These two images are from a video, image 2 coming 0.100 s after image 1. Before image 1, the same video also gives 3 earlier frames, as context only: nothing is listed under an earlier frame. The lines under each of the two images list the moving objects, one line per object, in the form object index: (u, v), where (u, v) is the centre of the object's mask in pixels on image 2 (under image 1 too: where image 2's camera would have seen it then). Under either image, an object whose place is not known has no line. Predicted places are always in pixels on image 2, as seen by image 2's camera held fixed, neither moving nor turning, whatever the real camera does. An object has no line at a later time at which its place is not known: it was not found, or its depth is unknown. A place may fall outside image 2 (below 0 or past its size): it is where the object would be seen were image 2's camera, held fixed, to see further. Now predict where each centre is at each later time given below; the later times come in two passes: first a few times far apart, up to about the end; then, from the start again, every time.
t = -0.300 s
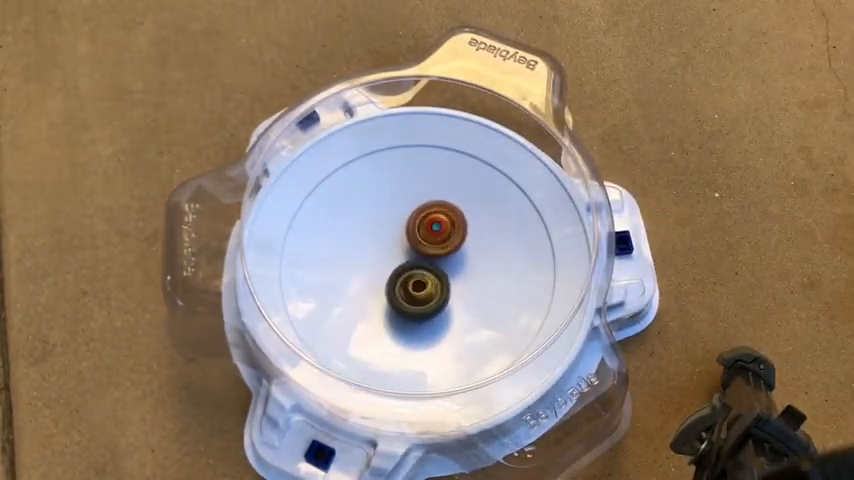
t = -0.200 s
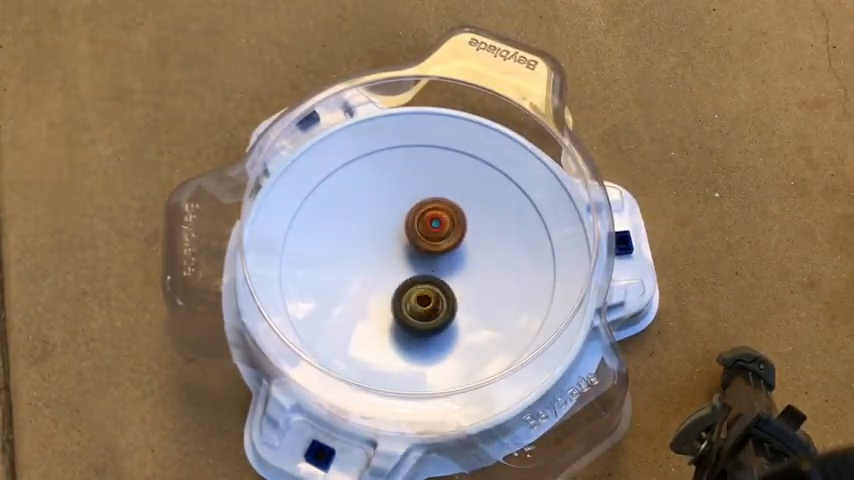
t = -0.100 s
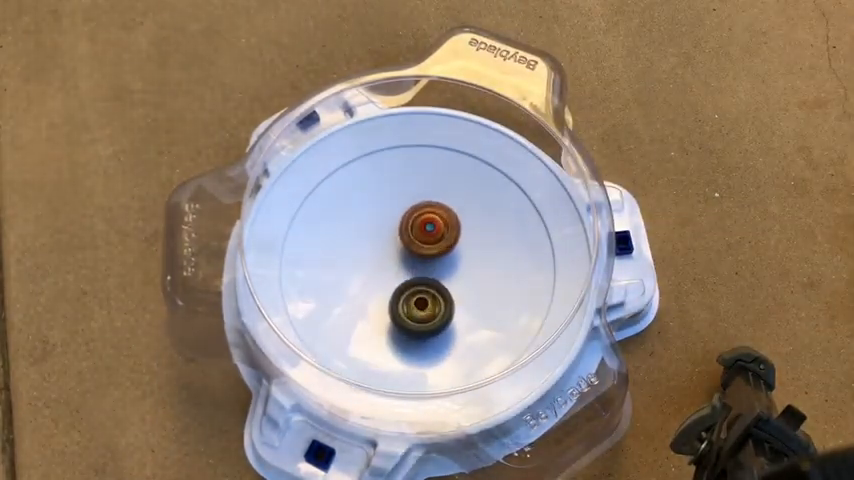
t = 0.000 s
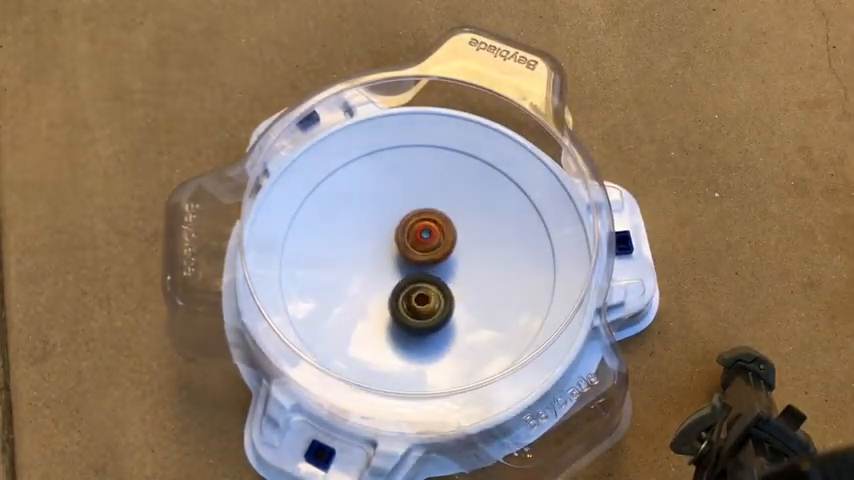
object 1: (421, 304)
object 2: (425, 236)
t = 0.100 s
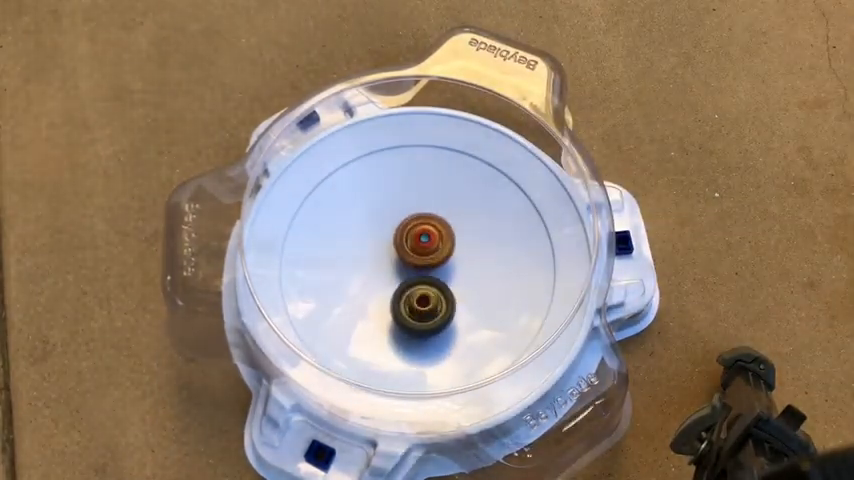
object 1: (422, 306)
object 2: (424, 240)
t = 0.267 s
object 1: (419, 317)
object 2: (420, 238)
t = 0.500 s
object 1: (410, 318)
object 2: (405, 233)
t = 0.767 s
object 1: (432, 322)
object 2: (394, 227)
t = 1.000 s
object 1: (415, 332)
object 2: (382, 226)
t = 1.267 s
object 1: (433, 286)
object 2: (388, 242)
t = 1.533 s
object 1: (488, 289)
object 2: (405, 250)
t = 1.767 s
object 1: (478, 311)
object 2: (409, 240)
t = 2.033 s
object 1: (443, 299)
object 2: (392, 240)
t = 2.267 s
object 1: (460, 261)
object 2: (386, 252)
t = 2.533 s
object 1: (464, 271)
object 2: (392, 264)
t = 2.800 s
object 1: (478, 265)
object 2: (377, 275)
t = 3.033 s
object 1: (472, 266)
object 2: (373, 287)
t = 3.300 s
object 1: (445, 262)
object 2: (386, 289)
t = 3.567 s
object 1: (446, 249)
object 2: (388, 284)
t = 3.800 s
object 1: (453, 246)
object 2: (382, 291)
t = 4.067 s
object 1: (439, 244)
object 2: (389, 289)
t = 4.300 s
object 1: (436, 237)
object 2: (394, 287)
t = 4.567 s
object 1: (446, 231)
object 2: (395, 294)
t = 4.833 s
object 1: (450, 218)
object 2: (389, 312)
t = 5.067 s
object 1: (451, 228)
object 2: (397, 323)
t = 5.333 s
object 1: (430, 248)
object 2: (407, 313)
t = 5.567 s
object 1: (425, 227)
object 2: (408, 316)
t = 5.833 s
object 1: (421, 241)
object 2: (412, 300)
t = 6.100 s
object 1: (424, 227)
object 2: (416, 302)
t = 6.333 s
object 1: (419, 233)
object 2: (420, 294)
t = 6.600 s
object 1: (418, 212)
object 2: (429, 308)
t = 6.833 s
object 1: (414, 223)
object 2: (435, 301)
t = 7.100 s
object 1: (405, 224)
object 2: (434, 299)
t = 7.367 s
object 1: (403, 233)
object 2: (436, 296)
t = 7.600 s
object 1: (402, 235)
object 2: (441, 296)
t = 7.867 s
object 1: (399, 242)
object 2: (442, 295)
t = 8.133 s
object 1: (390, 235)
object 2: (455, 302)
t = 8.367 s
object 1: (399, 245)
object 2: (458, 299)
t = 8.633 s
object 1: (396, 242)
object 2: (459, 296)
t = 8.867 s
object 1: (404, 247)
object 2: (453, 286)
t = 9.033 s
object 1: (389, 236)
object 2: (458, 287)
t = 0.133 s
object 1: (422, 309)
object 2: (423, 242)
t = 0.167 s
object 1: (420, 310)
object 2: (422, 243)
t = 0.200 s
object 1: (419, 309)
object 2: (421, 245)
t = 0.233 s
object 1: (418, 307)
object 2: (421, 247)
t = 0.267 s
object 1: (419, 317)
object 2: (420, 238)
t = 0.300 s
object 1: (418, 325)
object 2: (418, 234)
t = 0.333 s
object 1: (417, 329)
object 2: (416, 233)
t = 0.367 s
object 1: (415, 329)
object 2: (413, 232)
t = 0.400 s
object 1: (413, 328)
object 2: (410, 232)
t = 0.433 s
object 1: (411, 326)
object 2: (408, 233)
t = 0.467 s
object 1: (410, 322)
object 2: (407, 233)
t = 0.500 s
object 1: (410, 318)
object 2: (405, 233)
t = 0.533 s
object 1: (410, 315)
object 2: (404, 234)
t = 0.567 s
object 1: (411, 312)
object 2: (402, 235)
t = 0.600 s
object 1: (412, 308)
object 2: (400, 236)
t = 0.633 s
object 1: (414, 305)
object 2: (400, 238)
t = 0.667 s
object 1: (415, 302)
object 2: (399, 240)
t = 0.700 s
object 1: (417, 300)
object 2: (399, 242)
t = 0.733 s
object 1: (425, 312)
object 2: (396, 231)
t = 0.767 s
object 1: (432, 322)
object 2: (394, 227)
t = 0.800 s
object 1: (435, 328)
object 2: (392, 225)
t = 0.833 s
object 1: (436, 332)
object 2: (390, 225)
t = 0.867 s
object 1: (434, 336)
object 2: (388, 224)
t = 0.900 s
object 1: (431, 339)
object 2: (386, 224)
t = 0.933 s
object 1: (425, 339)
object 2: (384, 225)
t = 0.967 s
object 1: (419, 337)
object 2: (383, 225)
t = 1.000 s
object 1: (415, 332)
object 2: (382, 226)
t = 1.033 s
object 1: (413, 326)
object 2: (381, 227)
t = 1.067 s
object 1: (411, 320)
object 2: (380, 230)
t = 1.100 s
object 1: (411, 315)
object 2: (380, 231)
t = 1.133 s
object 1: (411, 310)
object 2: (381, 234)
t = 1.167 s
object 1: (414, 305)
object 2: (382, 236)
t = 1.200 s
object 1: (419, 299)
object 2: (383, 239)
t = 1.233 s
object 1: (425, 292)
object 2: (386, 240)
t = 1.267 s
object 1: (433, 286)
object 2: (388, 242)
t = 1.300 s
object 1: (443, 282)
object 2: (389, 242)
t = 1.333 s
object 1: (452, 279)
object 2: (391, 243)
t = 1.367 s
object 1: (460, 278)
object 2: (393, 244)
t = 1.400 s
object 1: (469, 278)
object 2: (395, 246)
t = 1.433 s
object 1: (475, 279)
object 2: (397, 247)
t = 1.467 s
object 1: (481, 281)
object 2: (400, 248)
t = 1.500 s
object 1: (486, 285)
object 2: (402, 250)
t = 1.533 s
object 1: (488, 289)
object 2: (405, 250)
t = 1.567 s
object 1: (487, 295)
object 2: (408, 252)
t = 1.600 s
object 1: (482, 298)
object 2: (411, 252)
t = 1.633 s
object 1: (477, 299)
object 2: (413, 253)
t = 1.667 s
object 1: (472, 299)
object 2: (416, 253)
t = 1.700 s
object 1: (466, 297)
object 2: (419, 254)
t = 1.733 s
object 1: (470, 303)
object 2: (415, 247)
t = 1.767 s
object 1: (478, 311)
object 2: (409, 240)
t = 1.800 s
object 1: (483, 315)
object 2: (407, 238)
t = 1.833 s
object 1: (484, 316)
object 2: (404, 237)
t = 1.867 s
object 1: (481, 316)
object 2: (402, 237)
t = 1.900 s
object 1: (473, 316)
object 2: (400, 237)
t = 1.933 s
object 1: (464, 314)
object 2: (398, 237)
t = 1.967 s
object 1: (455, 309)
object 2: (396, 238)
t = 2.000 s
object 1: (448, 304)
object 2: (393, 239)
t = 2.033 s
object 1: (443, 299)
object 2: (392, 240)
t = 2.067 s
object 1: (440, 294)
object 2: (392, 242)
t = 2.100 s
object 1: (439, 287)
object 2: (390, 243)
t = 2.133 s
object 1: (442, 280)
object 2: (389, 245)
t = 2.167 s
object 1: (446, 274)
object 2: (387, 246)
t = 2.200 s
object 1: (451, 268)
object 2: (385, 247)
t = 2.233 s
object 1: (455, 263)
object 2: (385, 250)
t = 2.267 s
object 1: (460, 261)
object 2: (386, 252)
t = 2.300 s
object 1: (464, 261)
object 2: (385, 254)
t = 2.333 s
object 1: (468, 262)
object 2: (387, 256)
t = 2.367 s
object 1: (470, 264)
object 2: (388, 258)
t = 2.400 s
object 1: (470, 267)
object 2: (389, 260)
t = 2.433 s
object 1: (468, 268)
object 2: (391, 262)
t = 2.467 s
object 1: (466, 269)
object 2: (394, 263)
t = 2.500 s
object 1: (462, 270)
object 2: (395, 265)
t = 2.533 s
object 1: (464, 271)
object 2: (392, 264)
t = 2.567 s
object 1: (465, 271)
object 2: (392, 266)
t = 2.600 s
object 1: (465, 270)
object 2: (391, 268)
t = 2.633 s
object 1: (464, 270)
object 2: (391, 269)
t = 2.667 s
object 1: (462, 270)
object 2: (392, 271)
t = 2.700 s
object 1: (459, 269)
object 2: (393, 272)
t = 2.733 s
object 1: (462, 269)
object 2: (388, 274)
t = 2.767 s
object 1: (472, 266)
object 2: (379, 275)
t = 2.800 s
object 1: (478, 265)
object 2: (377, 275)
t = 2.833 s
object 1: (480, 266)
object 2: (375, 276)
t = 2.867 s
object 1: (480, 266)
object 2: (375, 279)
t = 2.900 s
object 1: (478, 267)
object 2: (375, 281)
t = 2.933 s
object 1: (477, 266)
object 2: (373, 282)
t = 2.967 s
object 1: (476, 267)
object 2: (373, 284)
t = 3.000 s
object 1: (474, 266)
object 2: (372, 285)
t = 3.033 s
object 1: (472, 266)
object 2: (373, 287)
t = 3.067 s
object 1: (470, 266)
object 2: (373, 288)
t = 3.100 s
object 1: (467, 265)
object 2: (374, 289)
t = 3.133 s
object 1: (464, 265)
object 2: (376, 290)
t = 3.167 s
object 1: (460, 264)
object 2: (377, 290)
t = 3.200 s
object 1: (457, 264)
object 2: (379, 291)
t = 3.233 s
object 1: (452, 263)
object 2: (381, 290)
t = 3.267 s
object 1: (449, 262)
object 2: (383, 290)
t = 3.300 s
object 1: (445, 262)
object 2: (386, 289)
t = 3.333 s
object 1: (446, 258)
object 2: (385, 289)
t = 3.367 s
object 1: (446, 256)
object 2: (386, 289)
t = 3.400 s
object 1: (445, 255)
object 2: (387, 287)
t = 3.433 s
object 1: (444, 254)
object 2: (388, 286)
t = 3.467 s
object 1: (445, 252)
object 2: (388, 286)
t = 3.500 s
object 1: (445, 251)
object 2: (389, 285)
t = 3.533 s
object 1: (444, 251)
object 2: (389, 284)
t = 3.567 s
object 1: (446, 249)
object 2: (388, 284)
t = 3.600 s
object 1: (451, 246)
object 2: (384, 285)
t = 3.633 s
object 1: (455, 243)
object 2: (383, 286)
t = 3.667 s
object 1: (457, 243)
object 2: (382, 288)
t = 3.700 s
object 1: (457, 243)
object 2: (382, 289)
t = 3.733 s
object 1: (457, 244)
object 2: (381, 290)
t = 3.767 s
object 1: (455, 244)
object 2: (382, 290)
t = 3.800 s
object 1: (453, 246)
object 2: (382, 291)
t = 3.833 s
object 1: (450, 246)
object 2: (384, 291)
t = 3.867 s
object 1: (447, 247)
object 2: (385, 290)
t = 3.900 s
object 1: (444, 248)
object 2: (387, 289)
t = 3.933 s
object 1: (440, 250)
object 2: (389, 288)
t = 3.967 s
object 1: (440, 247)
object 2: (387, 289)
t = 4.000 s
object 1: (441, 246)
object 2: (387, 289)
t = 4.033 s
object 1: (441, 244)
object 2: (388, 289)
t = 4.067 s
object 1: (439, 244)
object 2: (389, 289)
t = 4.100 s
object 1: (437, 244)
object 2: (390, 288)
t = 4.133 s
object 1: (435, 243)
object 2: (391, 288)
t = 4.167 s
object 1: (437, 239)
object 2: (390, 288)
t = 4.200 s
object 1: (437, 238)
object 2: (390, 288)
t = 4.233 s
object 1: (437, 237)
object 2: (392, 288)
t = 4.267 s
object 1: (436, 237)
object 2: (392, 288)
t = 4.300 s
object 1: (436, 237)
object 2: (394, 287)
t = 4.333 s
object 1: (435, 238)
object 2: (395, 286)
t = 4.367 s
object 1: (436, 237)
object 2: (395, 286)
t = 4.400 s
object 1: (441, 232)
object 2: (392, 289)
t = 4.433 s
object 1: (445, 229)
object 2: (392, 290)
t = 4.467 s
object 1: (446, 227)
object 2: (393, 292)
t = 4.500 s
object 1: (447, 228)
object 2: (393, 293)
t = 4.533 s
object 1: (447, 229)
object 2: (394, 294)
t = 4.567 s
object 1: (446, 231)
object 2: (395, 294)
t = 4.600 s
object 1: (444, 233)
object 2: (396, 294)
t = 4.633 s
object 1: (442, 236)
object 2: (397, 294)
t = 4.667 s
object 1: (440, 238)
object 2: (399, 294)
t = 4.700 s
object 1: (437, 240)
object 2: (400, 293)
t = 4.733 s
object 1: (436, 240)
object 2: (399, 294)
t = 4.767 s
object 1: (443, 229)
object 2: (392, 306)
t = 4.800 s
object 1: (447, 222)
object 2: (389, 310)
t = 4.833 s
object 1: (450, 218)
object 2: (389, 312)
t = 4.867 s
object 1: (451, 217)
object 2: (390, 315)
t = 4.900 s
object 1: (453, 218)
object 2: (392, 317)
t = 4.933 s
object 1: (454, 218)
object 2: (392, 319)
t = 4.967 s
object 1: (453, 220)
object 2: (393, 320)
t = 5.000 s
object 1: (454, 222)
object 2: (394, 321)
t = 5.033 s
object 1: (452, 225)
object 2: (395, 323)
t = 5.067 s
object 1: (451, 228)
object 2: (397, 323)
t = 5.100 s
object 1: (449, 231)
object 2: (398, 324)
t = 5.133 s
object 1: (446, 233)
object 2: (399, 323)
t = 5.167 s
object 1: (444, 236)
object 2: (401, 322)
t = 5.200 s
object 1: (441, 238)
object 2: (402, 322)
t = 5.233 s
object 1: (438, 241)
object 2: (404, 320)
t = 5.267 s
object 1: (436, 243)
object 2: (405, 318)
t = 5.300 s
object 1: (432, 245)
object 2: (406, 316)
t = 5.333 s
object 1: (430, 248)
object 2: (407, 313)
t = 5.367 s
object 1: (428, 251)
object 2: (408, 312)
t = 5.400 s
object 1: (425, 251)
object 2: (408, 311)
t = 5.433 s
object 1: (426, 241)
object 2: (403, 317)
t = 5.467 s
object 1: (425, 233)
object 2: (403, 319)
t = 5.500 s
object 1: (425, 229)
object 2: (404, 318)
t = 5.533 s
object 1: (426, 227)
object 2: (405, 317)
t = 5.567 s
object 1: (425, 227)
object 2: (408, 316)
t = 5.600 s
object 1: (425, 228)
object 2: (408, 314)
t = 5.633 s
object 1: (425, 229)
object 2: (409, 312)
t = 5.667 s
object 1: (425, 231)
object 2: (411, 311)
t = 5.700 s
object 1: (424, 233)
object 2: (411, 308)
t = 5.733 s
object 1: (423, 235)
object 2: (411, 306)
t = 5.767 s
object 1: (422, 237)
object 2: (412, 304)
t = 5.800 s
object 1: (421, 239)
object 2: (412, 301)
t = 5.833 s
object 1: (421, 241)
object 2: (412, 300)
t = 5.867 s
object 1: (421, 232)
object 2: (410, 306)
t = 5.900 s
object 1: (422, 226)
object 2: (409, 306)
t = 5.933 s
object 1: (423, 224)
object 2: (411, 306)
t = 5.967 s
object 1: (424, 222)
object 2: (412, 306)
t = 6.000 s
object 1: (424, 222)
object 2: (413, 305)
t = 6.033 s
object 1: (424, 224)
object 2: (414, 304)
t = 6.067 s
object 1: (424, 225)
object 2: (415, 303)
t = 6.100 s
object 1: (424, 227)
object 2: (416, 302)
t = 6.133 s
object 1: (423, 230)
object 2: (417, 300)
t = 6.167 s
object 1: (422, 232)
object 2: (418, 299)
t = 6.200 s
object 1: (421, 235)
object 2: (419, 297)
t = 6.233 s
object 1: (420, 235)
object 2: (418, 296)
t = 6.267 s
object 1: (420, 233)
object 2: (418, 296)
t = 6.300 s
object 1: (420, 232)
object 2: (419, 296)
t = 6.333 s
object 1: (419, 233)
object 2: (420, 294)
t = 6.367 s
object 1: (419, 235)
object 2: (420, 294)
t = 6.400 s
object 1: (417, 226)
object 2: (421, 302)
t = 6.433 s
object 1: (418, 219)
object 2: (422, 304)
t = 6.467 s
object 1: (418, 216)
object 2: (424, 306)
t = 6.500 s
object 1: (418, 214)
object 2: (425, 306)
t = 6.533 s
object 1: (418, 214)
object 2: (427, 307)
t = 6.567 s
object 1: (418, 213)
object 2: (428, 308)
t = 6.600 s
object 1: (418, 212)
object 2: (429, 308)
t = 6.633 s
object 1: (417, 212)
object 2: (431, 307)
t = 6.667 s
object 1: (416, 213)
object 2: (432, 307)
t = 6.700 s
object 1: (416, 215)
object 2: (433, 307)
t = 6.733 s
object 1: (416, 216)
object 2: (434, 306)
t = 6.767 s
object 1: (415, 217)
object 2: (434, 304)
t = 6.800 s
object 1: (414, 220)
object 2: (435, 303)
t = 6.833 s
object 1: (414, 223)
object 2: (435, 301)
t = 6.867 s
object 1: (414, 225)
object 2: (434, 300)
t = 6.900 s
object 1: (413, 227)
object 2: (434, 297)
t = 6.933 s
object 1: (412, 230)
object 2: (434, 296)
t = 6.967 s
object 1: (411, 234)
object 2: (432, 293)
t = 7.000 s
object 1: (410, 235)
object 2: (432, 294)
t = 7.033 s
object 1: (407, 228)
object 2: (432, 299)
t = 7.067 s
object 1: (406, 225)
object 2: (433, 299)
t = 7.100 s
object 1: (405, 224)
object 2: (434, 299)
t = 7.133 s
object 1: (406, 226)
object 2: (434, 299)
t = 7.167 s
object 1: (406, 227)
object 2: (435, 298)
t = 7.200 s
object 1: (406, 229)
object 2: (435, 297)
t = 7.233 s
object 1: (407, 231)
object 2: (436, 296)
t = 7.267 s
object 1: (406, 233)
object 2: (436, 295)
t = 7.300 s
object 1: (407, 237)
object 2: (435, 293)
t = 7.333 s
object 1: (406, 238)
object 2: (435, 293)
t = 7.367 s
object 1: (403, 233)
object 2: (436, 296)
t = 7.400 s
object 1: (400, 230)
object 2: (437, 297)
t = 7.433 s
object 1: (399, 228)
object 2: (438, 297)
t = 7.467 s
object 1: (399, 228)
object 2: (439, 297)
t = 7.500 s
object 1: (400, 230)
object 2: (440, 297)
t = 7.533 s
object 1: (400, 231)
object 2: (440, 297)
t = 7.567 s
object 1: (401, 233)
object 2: (440, 296)
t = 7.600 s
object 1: (402, 235)
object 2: (441, 296)
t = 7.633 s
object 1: (402, 238)
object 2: (440, 295)
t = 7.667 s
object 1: (403, 241)
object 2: (440, 294)
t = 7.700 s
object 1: (403, 244)
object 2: (440, 293)
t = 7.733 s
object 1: (400, 241)
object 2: (440, 296)
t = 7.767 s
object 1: (399, 239)
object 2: (440, 295)
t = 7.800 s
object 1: (399, 240)
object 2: (441, 295)
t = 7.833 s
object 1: (399, 241)
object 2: (442, 295)
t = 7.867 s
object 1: (399, 242)
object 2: (442, 295)
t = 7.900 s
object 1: (400, 244)
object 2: (442, 295)
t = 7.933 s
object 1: (400, 246)
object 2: (442, 295)
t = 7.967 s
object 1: (400, 247)
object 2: (442, 295)
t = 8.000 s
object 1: (395, 241)
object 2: (447, 300)
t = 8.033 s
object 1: (390, 238)
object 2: (449, 301)
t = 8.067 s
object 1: (389, 235)
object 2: (452, 302)
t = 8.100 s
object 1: (389, 235)
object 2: (453, 302)
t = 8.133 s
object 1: (390, 235)
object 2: (455, 302)
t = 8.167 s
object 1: (391, 236)
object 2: (456, 303)
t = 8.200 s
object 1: (392, 237)
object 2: (457, 303)
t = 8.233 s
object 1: (394, 238)
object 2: (457, 302)
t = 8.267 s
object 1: (395, 240)
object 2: (458, 302)
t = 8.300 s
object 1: (396, 242)
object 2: (459, 301)
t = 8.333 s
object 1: (398, 243)
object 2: (459, 300)
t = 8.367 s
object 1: (399, 245)
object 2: (458, 299)
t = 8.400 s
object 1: (400, 247)
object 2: (457, 297)
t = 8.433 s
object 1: (403, 249)
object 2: (457, 297)
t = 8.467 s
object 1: (404, 251)
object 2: (455, 296)
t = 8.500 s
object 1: (405, 252)
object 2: (454, 295)
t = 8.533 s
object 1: (399, 248)
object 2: (457, 298)
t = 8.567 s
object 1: (396, 244)
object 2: (458, 298)
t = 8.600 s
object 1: (396, 243)
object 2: (459, 297)
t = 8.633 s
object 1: (396, 242)
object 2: (459, 296)
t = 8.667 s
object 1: (397, 242)
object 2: (459, 295)
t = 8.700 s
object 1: (398, 242)
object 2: (459, 294)
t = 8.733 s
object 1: (399, 243)
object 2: (458, 292)
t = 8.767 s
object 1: (400, 244)
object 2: (457, 291)
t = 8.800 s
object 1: (401, 245)
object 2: (456, 290)
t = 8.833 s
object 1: (402, 246)
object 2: (454, 288)
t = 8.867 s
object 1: (404, 247)
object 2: (453, 286)
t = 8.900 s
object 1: (399, 244)
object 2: (457, 288)
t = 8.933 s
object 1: (393, 239)
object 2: (458, 290)
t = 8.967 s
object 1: (390, 237)
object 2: (458, 289)
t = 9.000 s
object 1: (389, 236)
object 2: (458, 288)
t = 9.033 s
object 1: (389, 236)
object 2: (458, 287)
